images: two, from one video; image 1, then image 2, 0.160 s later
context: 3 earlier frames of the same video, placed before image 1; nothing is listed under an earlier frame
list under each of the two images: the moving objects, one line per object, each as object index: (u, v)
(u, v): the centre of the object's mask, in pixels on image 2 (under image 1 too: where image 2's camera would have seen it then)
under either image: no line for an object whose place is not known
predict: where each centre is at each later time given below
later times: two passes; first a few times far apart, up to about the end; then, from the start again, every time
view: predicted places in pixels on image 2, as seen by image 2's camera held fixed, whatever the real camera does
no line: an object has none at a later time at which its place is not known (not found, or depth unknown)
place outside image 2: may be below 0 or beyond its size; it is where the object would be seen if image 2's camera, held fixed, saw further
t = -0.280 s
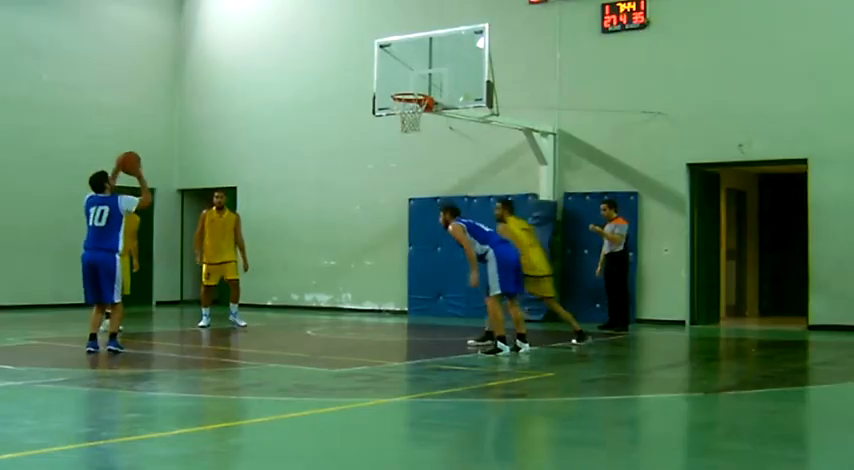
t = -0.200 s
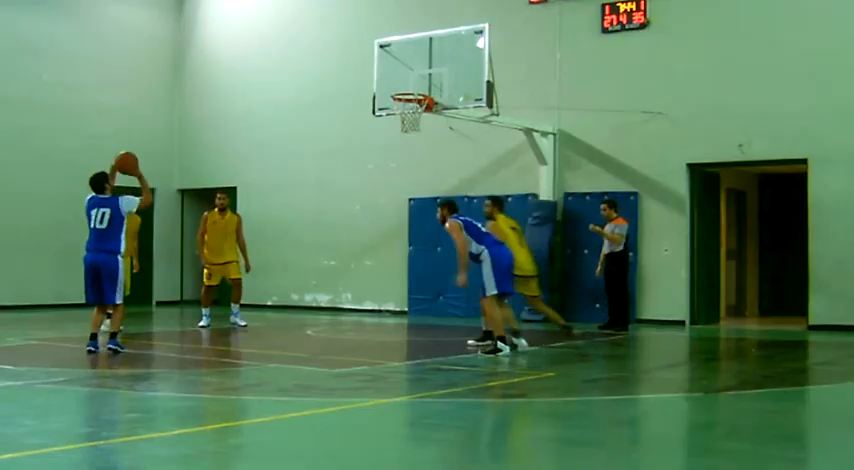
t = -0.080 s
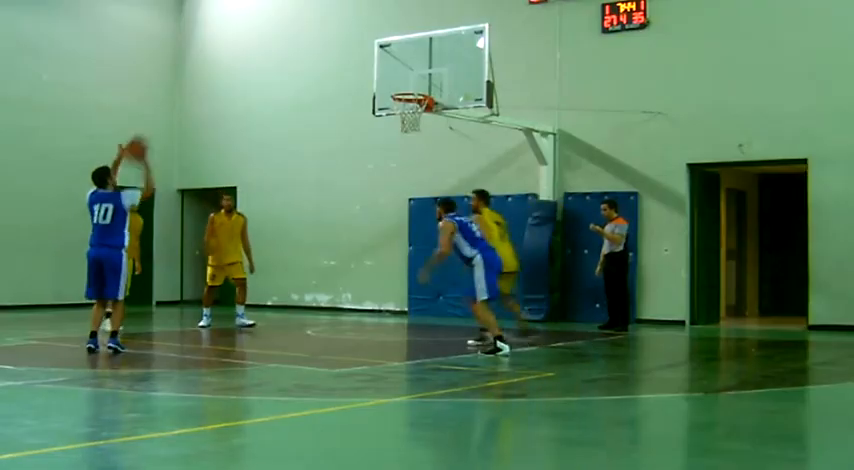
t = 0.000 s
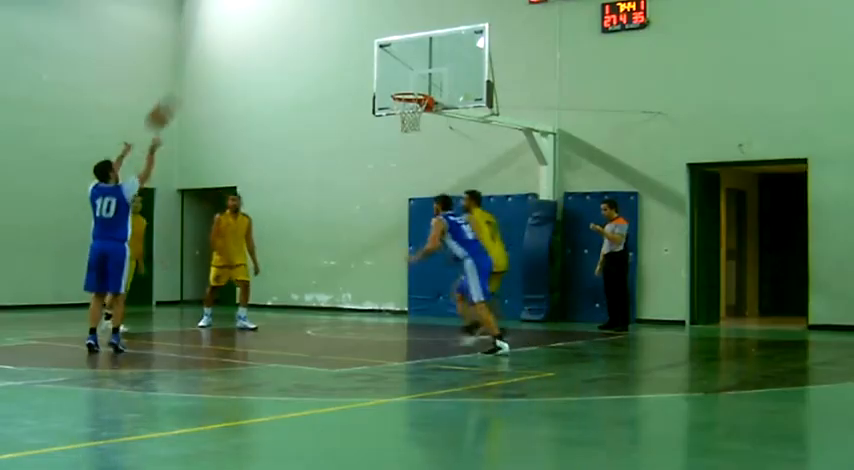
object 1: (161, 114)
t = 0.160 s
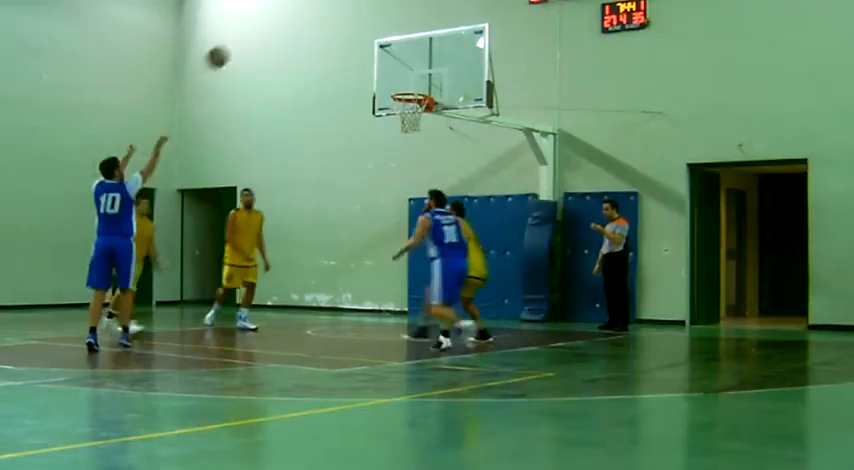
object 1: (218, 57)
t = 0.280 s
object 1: (255, 33)
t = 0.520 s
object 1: (326, 21)
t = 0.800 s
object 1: (394, 61)
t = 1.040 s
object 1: (396, 76)
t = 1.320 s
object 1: (391, 55)
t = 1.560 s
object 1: (387, 82)
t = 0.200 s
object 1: (230, 47)
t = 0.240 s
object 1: (243, 39)
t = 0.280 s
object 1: (255, 33)
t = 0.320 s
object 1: (268, 26)
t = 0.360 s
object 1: (280, 23)
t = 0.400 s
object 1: (291, 20)
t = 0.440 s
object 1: (303, 19)
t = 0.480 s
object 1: (314, 19)
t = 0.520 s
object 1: (326, 21)
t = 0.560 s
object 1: (336, 23)
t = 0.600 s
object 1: (345, 26)
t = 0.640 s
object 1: (355, 31)
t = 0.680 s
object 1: (365, 37)
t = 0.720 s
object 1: (377, 46)
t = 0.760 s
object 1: (386, 53)
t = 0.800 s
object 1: (394, 61)
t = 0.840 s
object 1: (404, 73)
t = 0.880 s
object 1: (412, 84)
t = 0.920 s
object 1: (414, 90)
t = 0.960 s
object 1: (401, 91)
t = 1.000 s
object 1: (397, 84)
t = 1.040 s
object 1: (396, 76)
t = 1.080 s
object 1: (395, 70)
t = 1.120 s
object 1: (395, 64)
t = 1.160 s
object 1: (395, 60)
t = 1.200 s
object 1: (394, 57)
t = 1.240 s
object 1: (393, 55)
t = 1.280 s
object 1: (392, 55)
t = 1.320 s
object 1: (391, 55)
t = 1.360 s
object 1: (391, 57)
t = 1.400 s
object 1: (390, 59)
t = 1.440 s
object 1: (389, 63)
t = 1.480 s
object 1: (389, 68)
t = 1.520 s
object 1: (388, 75)
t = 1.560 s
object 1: (387, 82)
